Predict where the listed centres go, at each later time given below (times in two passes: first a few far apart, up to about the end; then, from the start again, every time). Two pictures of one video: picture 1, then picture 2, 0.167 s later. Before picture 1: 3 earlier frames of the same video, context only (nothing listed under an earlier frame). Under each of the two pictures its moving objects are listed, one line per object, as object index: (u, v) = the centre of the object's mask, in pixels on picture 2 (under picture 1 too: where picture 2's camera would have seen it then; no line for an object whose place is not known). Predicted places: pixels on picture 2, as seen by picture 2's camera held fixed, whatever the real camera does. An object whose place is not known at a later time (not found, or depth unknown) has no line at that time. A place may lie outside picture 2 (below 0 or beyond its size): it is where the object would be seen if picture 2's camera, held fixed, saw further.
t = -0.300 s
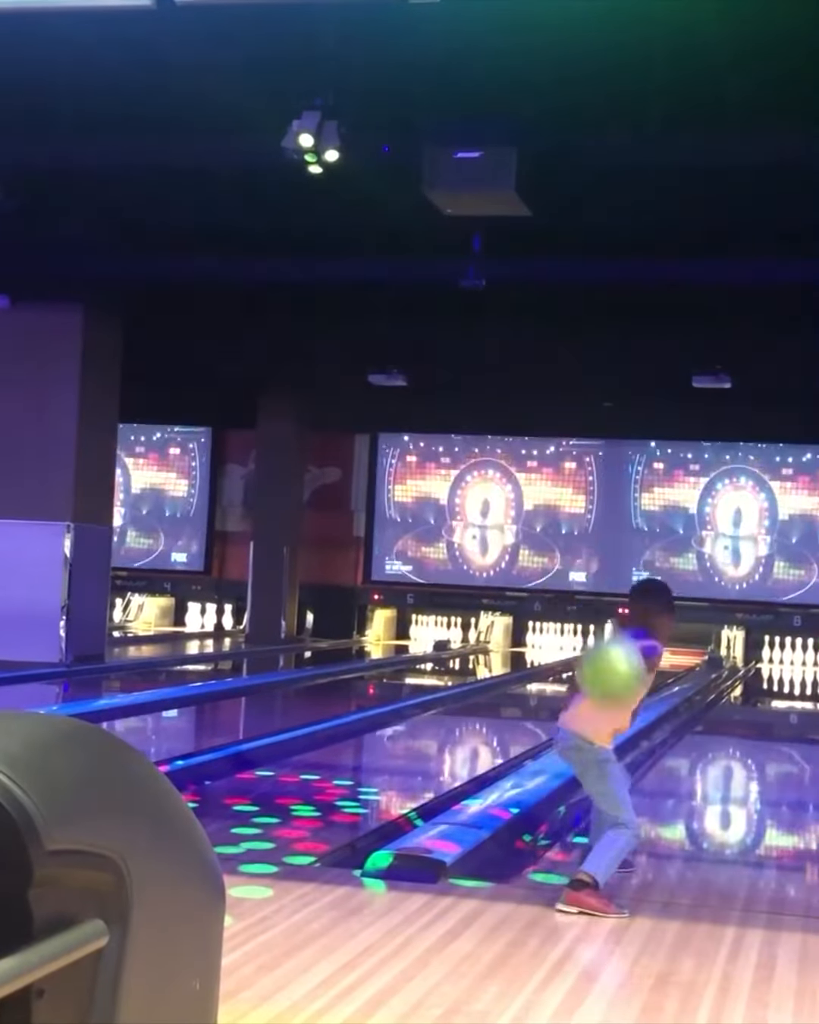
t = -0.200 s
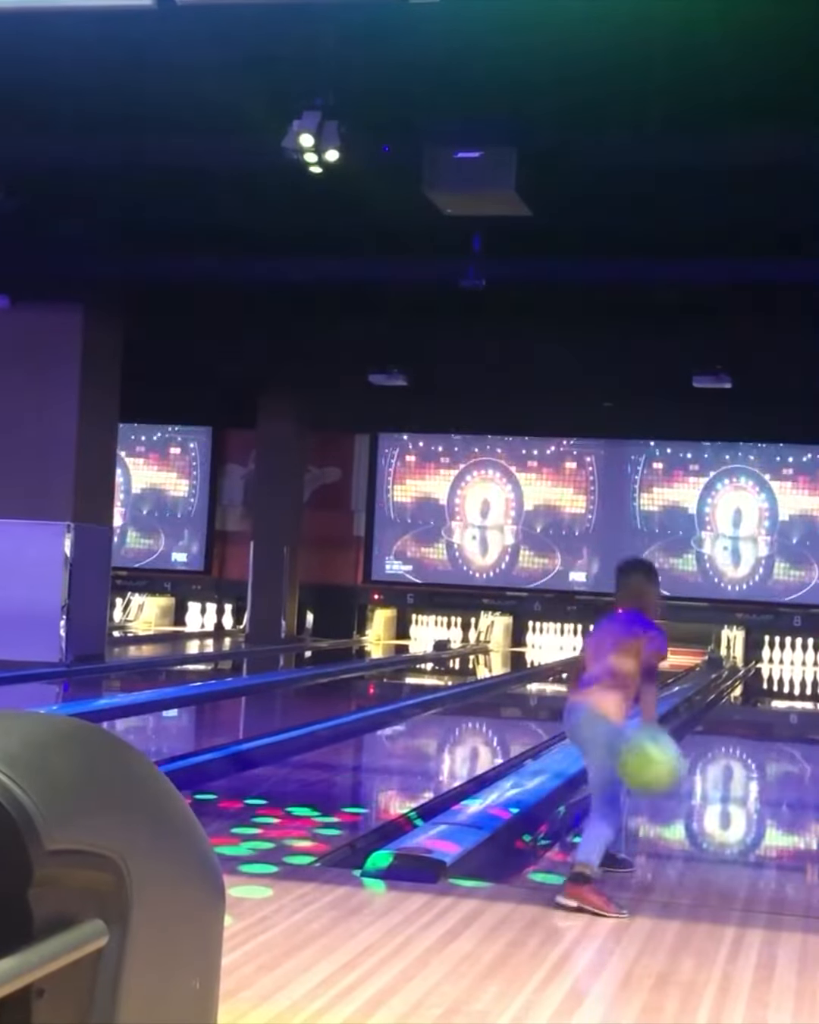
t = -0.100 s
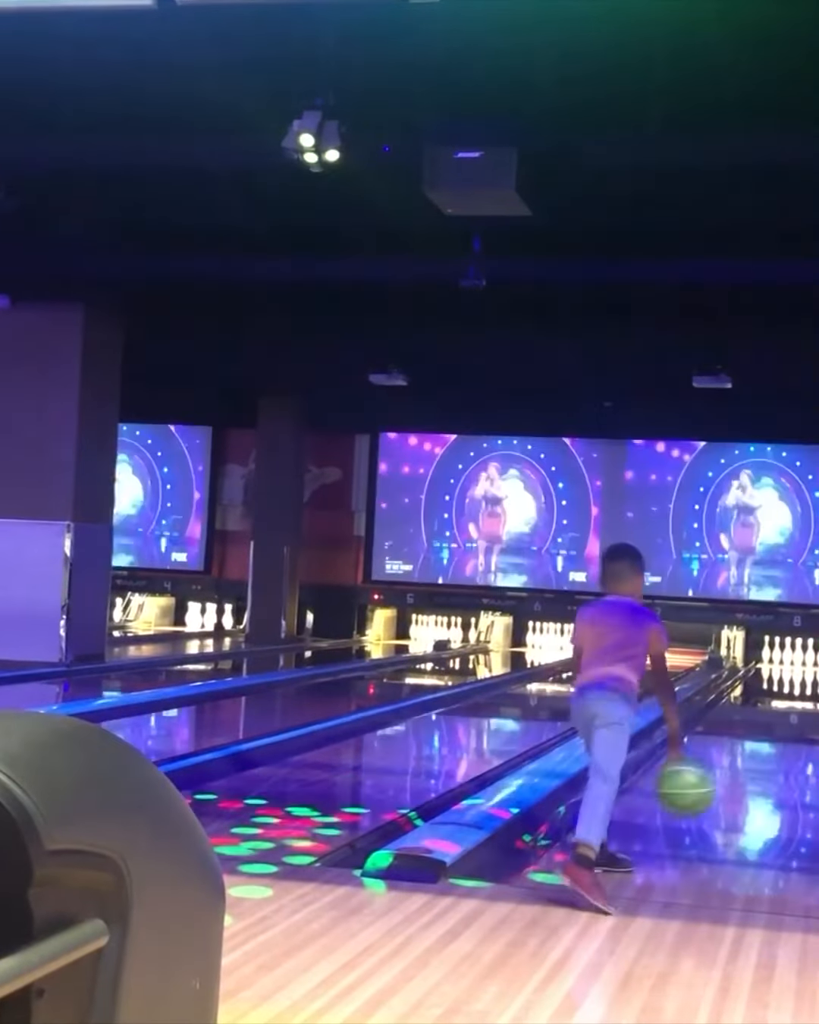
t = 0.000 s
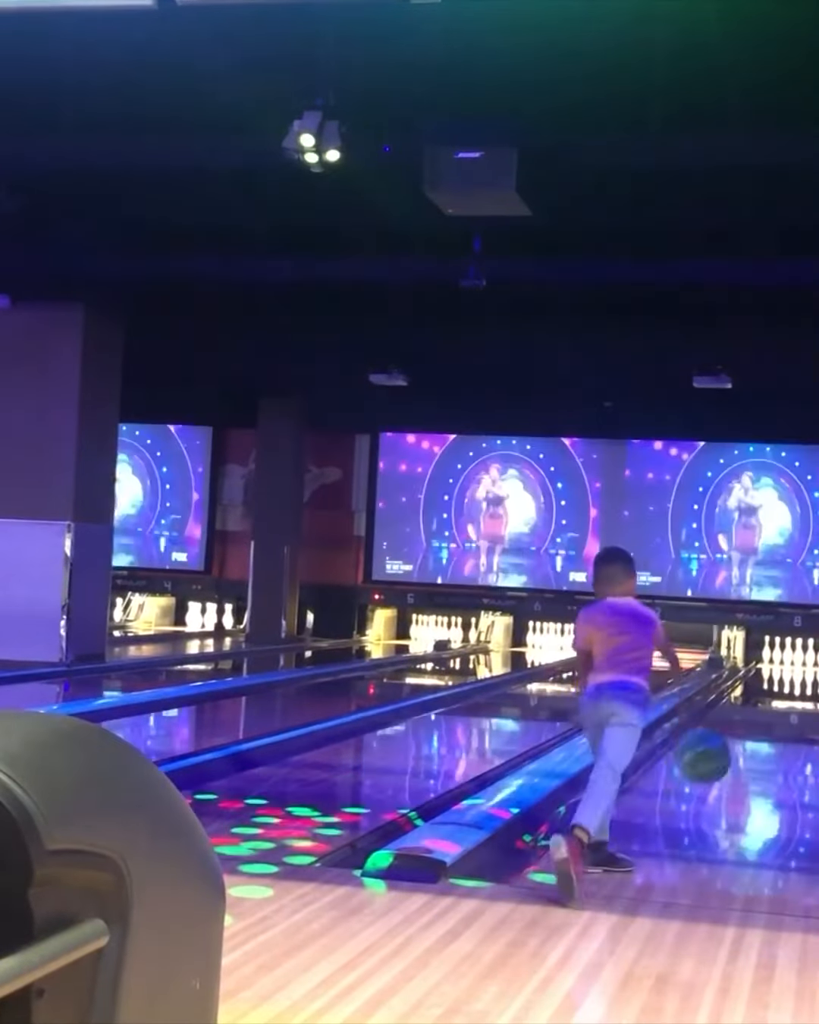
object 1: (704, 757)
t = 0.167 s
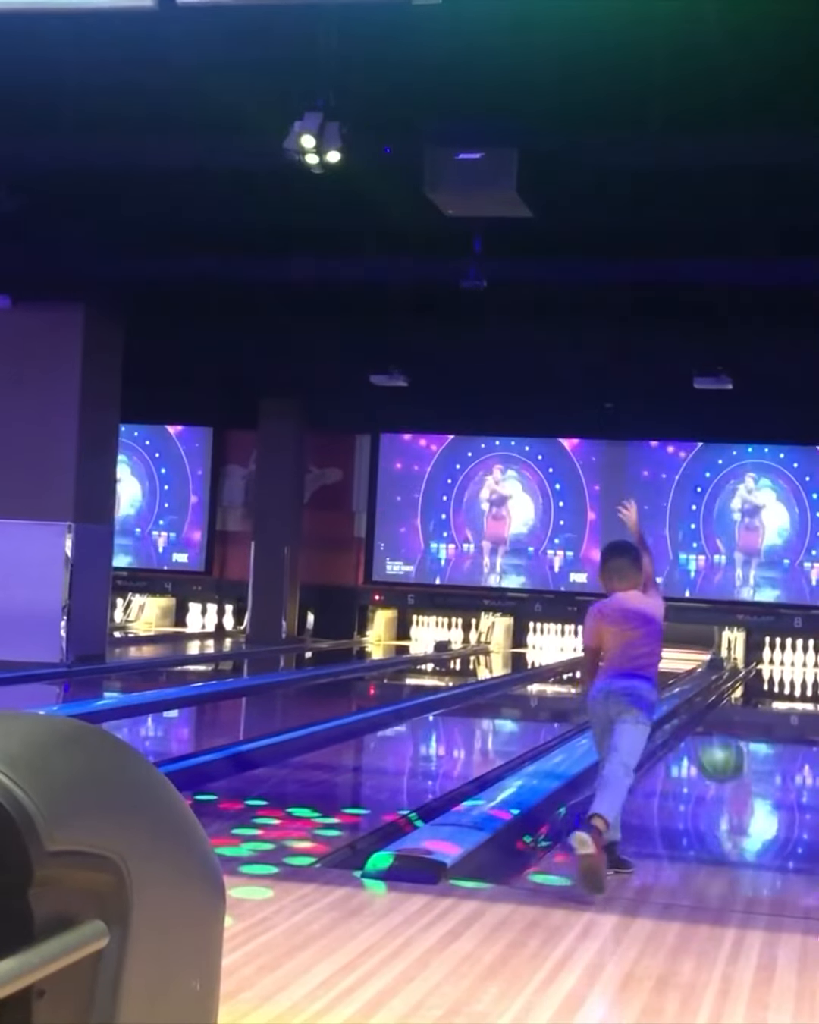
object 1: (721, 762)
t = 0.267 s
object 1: (727, 777)
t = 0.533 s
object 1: (745, 746)
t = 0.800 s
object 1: (757, 727)
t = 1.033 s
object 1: (763, 712)
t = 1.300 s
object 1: (770, 699)
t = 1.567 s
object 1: (776, 690)
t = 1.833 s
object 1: (779, 681)
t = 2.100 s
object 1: (783, 672)
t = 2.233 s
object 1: (783, 670)
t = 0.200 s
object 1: (723, 767)
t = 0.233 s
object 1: (726, 775)
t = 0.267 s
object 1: (727, 777)
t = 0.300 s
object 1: (732, 763)
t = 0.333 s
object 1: (733, 758)
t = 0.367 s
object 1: (735, 752)
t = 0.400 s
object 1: (738, 750)
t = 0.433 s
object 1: (739, 750)
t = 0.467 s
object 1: (741, 751)
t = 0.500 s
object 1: (744, 749)
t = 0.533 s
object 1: (745, 746)
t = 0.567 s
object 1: (747, 743)
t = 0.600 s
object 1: (747, 741)
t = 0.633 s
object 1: (749, 738)
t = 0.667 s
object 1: (751, 735)
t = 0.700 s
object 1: (753, 733)
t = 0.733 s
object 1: (754, 730)
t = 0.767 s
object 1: (755, 728)
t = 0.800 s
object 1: (757, 727)
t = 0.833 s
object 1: (758, 724)
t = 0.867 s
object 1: (759, 722)
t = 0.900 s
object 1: (760, 720)
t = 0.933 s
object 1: (761, 717)
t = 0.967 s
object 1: (762, 715)
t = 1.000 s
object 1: (763, 713)
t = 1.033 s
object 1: (763, 712)
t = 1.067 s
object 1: (765, 709)
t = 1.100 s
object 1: (766, 707)
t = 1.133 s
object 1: (767, 705)
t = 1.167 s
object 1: (767, 705)
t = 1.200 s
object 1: (769, 703)
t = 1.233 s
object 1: (769, 702)
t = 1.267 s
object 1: (770, 701)
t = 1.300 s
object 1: (770, 699)
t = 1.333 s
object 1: (771, 697)
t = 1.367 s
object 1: (771, 697)
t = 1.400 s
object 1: (771, 695)
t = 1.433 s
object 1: (773, 694)
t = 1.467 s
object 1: (773, 693)
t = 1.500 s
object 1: (774, 693)
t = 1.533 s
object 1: (775, 691)
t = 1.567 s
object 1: (776, 690)
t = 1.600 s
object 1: (777, 690)
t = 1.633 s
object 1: (777, 687)
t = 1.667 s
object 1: (778, 686)
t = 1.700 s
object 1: (778, 686)
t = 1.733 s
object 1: (778, 684)
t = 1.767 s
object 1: (779, 682)
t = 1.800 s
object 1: (779, 681)
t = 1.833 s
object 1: (779, 681)
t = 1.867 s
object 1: (779, 680)
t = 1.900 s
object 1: (780, 679)
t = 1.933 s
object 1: (780, 678)
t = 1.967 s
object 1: (780, 678)
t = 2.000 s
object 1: (780, 677)
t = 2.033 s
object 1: (781, 675)
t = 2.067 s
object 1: (783, 673)
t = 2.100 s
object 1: (783, 672)
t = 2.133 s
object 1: (783, 672)
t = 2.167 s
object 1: (783, 671)
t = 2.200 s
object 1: (783, 670)
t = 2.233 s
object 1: (783, 670)
